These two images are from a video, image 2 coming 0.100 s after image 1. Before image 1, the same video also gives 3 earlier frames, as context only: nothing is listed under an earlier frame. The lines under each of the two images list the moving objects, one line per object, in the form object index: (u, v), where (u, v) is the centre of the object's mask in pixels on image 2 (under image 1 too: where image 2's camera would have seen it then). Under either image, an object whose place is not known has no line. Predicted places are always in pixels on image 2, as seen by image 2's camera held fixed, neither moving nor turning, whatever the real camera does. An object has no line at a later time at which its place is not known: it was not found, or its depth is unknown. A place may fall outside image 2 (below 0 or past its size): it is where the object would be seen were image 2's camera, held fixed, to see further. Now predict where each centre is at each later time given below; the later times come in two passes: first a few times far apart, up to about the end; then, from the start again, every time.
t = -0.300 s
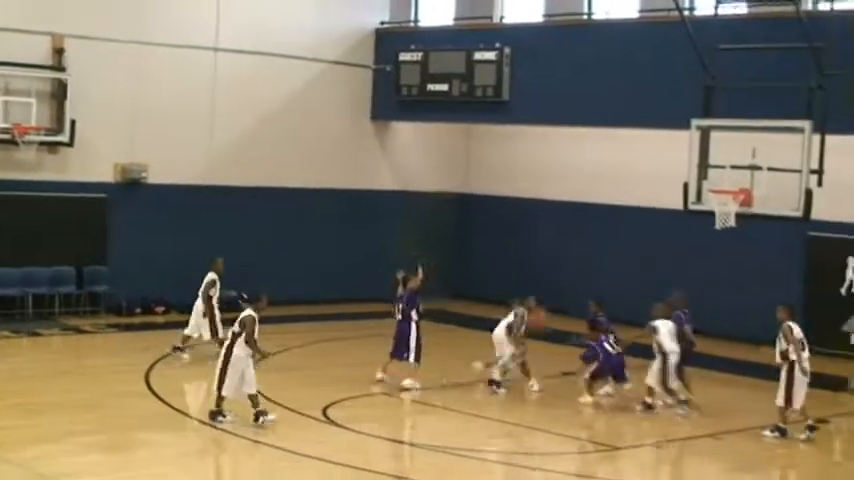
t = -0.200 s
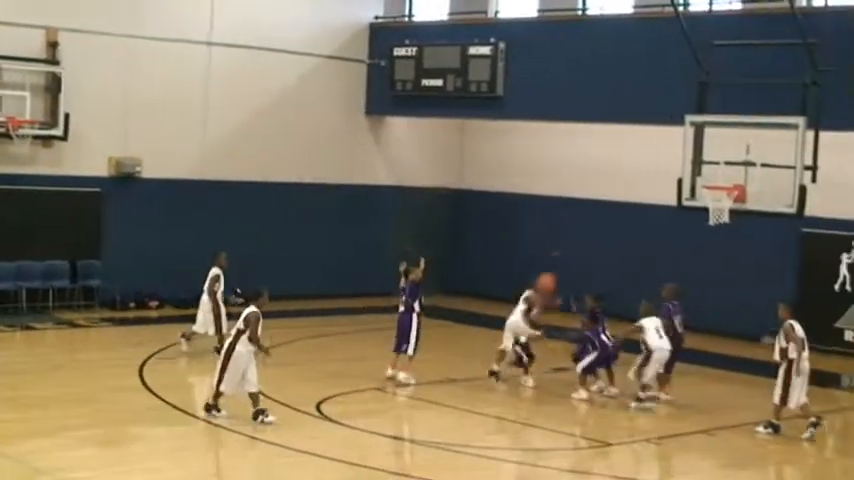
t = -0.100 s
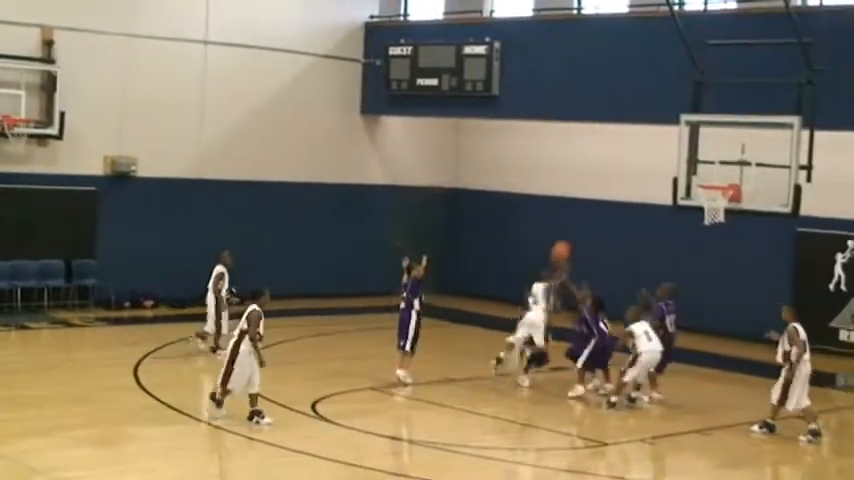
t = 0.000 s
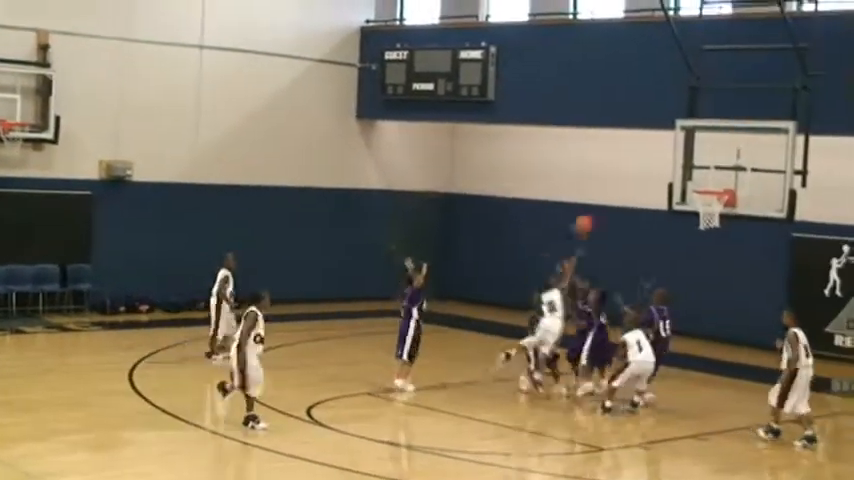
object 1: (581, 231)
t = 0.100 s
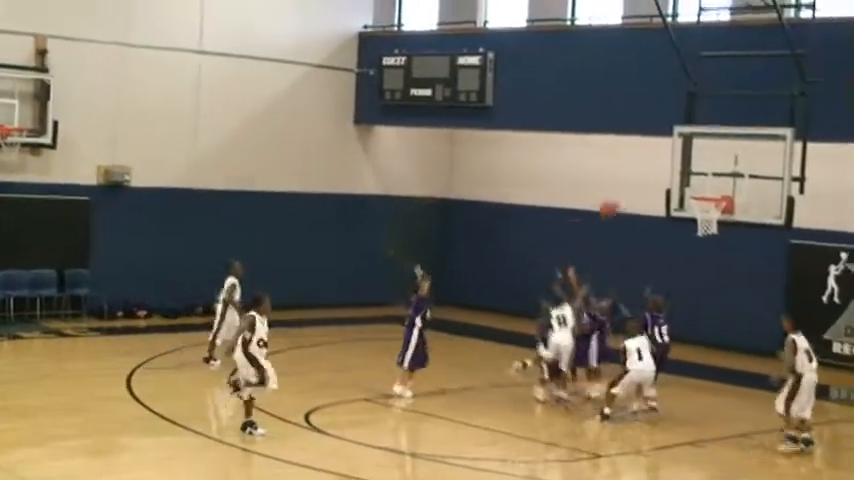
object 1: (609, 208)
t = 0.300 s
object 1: (659, 188)
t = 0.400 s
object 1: (679, 189)
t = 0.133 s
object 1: (617, 203)
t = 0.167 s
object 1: (626, 198)
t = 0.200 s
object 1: (634, 194)
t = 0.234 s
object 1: (642, 191)
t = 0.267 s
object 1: (650, 189)
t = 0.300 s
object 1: (659, 188)
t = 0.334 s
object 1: (666, 187)
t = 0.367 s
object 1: (674, 187)
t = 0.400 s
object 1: (679, 189)
